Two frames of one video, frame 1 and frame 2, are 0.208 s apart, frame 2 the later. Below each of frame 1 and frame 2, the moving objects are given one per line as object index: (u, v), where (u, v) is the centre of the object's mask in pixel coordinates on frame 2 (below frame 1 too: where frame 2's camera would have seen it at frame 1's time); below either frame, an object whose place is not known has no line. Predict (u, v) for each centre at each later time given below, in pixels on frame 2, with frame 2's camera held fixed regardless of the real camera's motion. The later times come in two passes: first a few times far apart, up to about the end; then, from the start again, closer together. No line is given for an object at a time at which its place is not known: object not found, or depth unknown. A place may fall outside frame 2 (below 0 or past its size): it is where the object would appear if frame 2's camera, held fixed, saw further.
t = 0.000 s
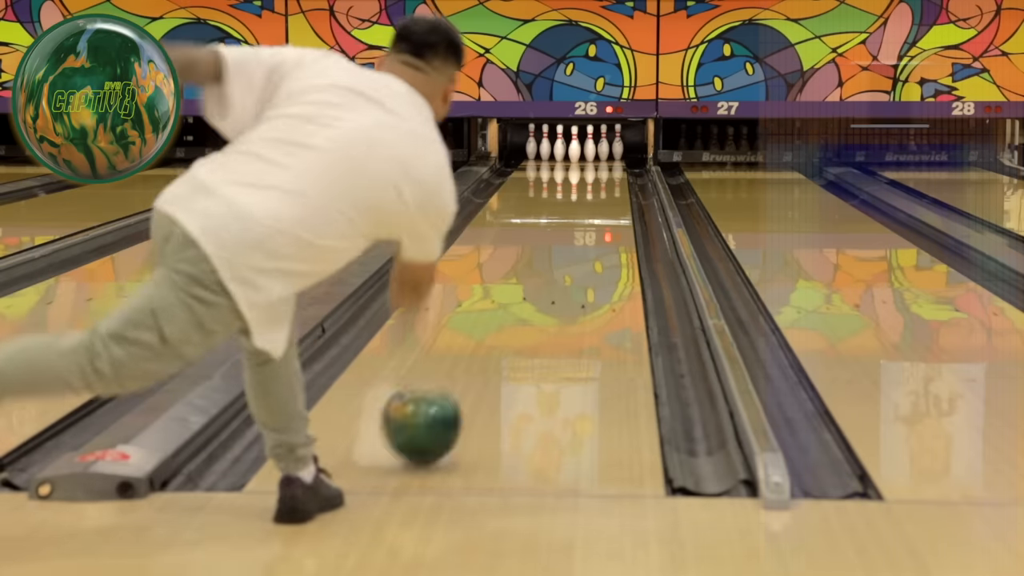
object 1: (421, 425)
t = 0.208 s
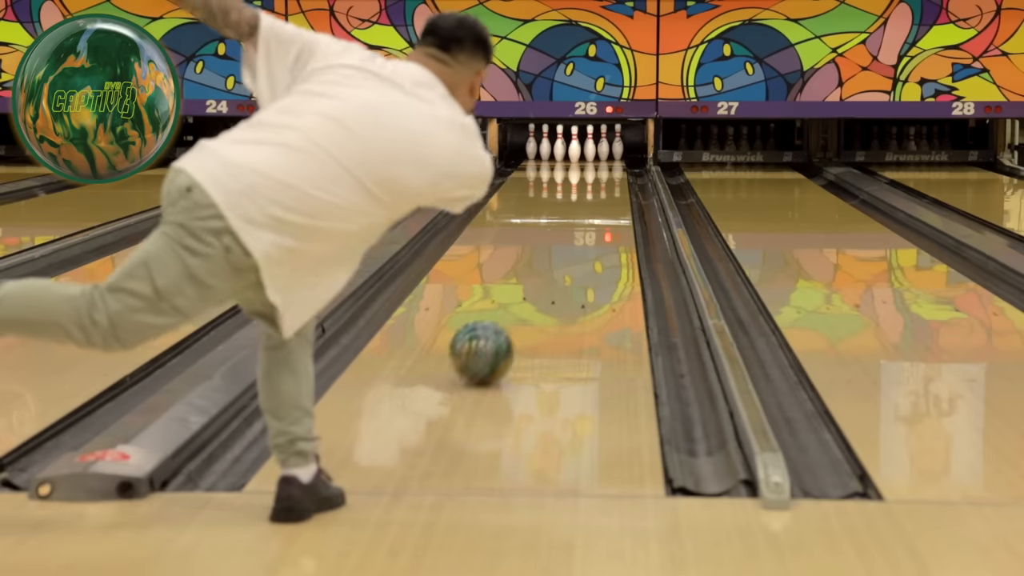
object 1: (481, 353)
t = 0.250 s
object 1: (490, 342)
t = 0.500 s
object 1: (532, 288)
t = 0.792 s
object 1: (562, 246)
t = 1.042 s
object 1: (580, 222)
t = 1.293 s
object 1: (592, 203)
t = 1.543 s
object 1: (600, 187)
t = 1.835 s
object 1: (604, 174)
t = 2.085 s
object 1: (601, 164)
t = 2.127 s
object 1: (599, 162)
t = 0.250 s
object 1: (490, 342)
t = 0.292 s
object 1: (499, 331)
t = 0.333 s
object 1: (506, 322)
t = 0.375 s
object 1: (514, 312)
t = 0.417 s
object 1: (520, 303)
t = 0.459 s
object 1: (526, 296)
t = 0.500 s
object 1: (532, 288)
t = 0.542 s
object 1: (537, 281)
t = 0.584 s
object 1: (542, 274)
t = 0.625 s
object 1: (547, 268)
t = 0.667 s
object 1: (551, 262)
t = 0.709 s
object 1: (555, 257)
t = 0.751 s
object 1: (559, 252)
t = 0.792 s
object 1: (562, 246)
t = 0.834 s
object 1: (566, 242)
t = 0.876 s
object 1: (569, 238)
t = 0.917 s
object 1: (572, 233)
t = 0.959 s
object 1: (575, 229)
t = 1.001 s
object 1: (577, 225)
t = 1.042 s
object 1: (580, 222)
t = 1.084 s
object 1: (582, 218)
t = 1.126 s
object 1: (584, 215)
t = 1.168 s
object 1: (587, 212)
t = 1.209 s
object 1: (588, 208)
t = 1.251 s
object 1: (590, 205)
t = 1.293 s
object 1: (592, 203)
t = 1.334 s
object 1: (594, 199)
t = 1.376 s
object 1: (595, 197)
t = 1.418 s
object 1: (596, 194)
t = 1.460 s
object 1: (598, 192)
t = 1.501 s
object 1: (599, 189)
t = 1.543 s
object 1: (600, 187)
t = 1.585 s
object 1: (601, 185)
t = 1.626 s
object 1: (602, 183)
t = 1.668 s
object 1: (602, 182)
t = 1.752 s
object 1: (602, 178)
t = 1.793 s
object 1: (604, 176)
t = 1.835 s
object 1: (604, 174)
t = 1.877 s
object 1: (604, 172)
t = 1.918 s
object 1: (604, 170)
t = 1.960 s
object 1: (604, 168)
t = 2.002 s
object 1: (603, 167)
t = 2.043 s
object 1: (602, 166)
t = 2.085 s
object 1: (601, 164)
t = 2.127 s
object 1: (599, 162)
